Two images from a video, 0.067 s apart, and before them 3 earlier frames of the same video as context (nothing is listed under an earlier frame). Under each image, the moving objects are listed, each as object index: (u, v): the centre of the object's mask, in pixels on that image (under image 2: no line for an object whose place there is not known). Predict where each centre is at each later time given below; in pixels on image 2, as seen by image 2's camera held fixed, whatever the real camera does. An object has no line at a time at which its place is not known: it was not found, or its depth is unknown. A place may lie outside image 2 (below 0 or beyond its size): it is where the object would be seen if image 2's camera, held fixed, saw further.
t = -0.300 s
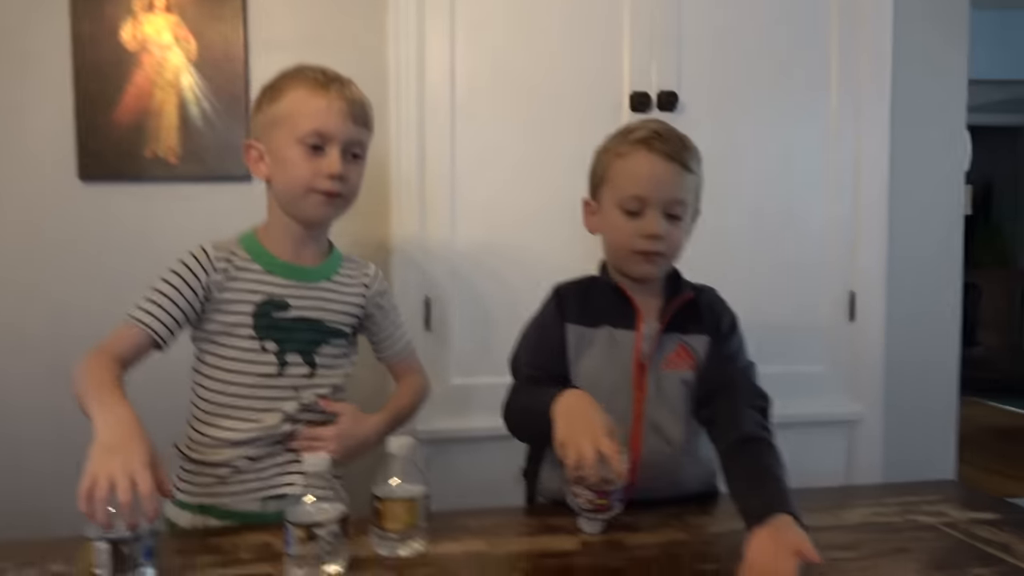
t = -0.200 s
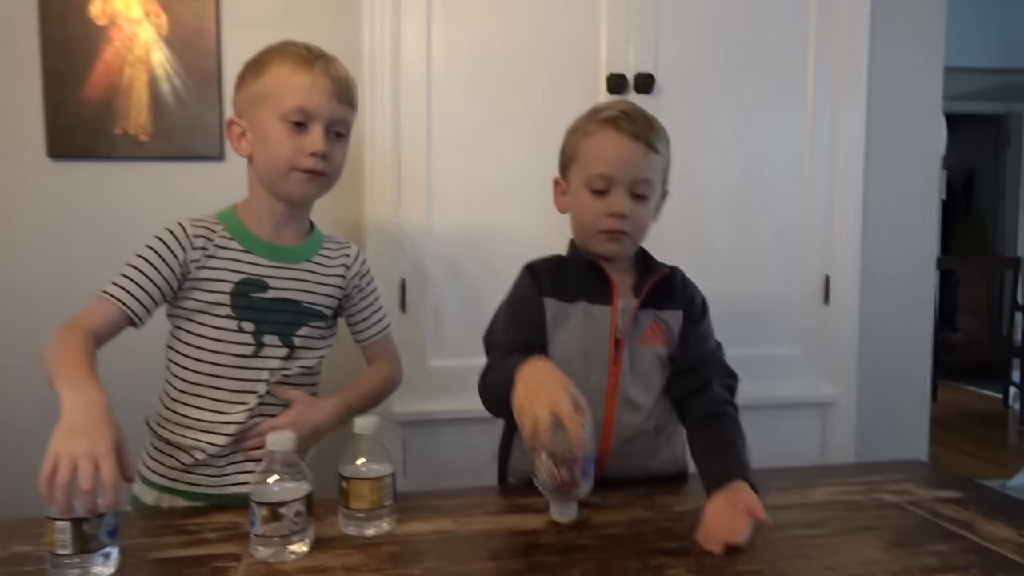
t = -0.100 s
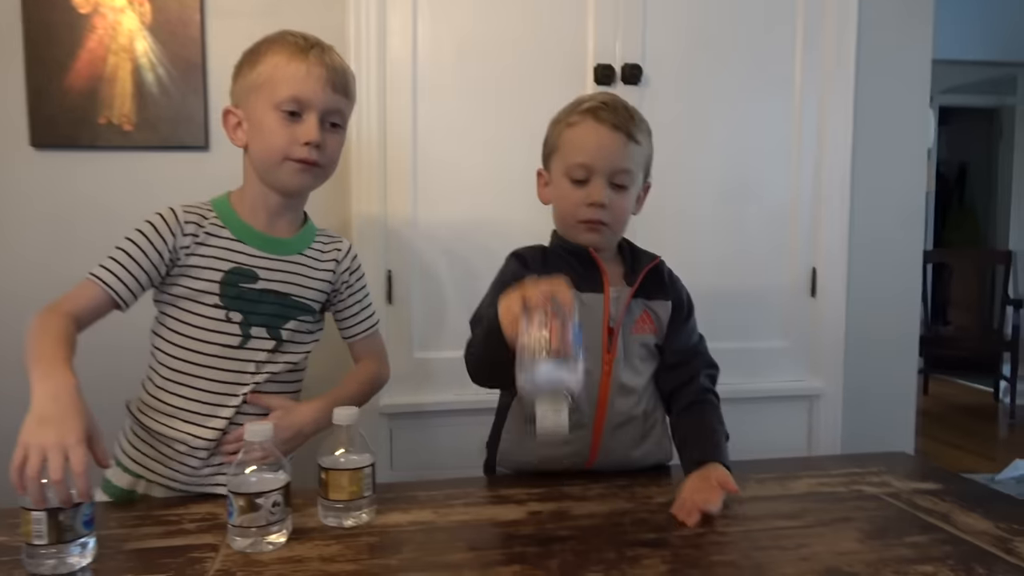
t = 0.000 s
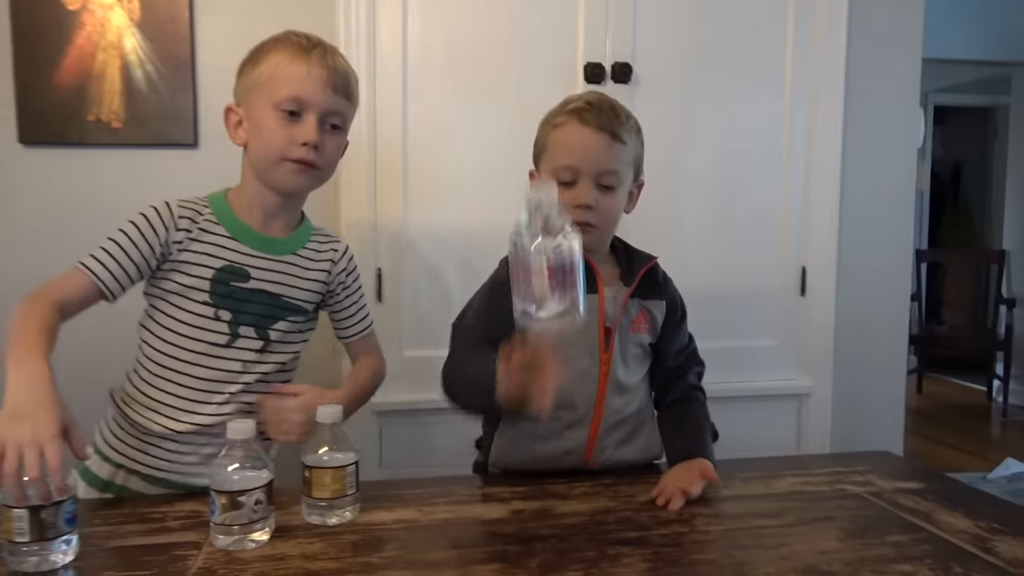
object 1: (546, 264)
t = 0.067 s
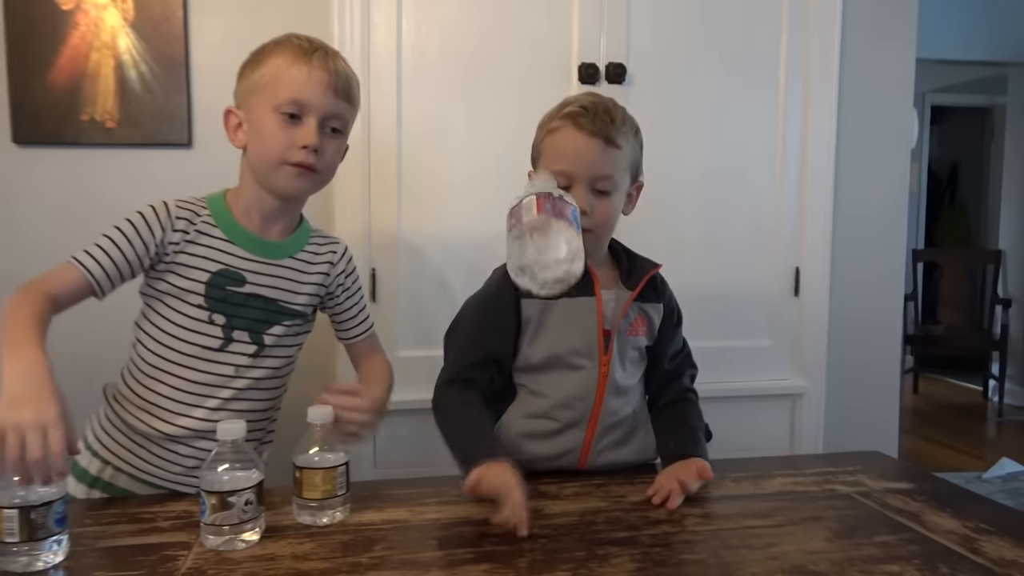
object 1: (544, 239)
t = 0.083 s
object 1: (545, 240)
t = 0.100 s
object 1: (546, 245)
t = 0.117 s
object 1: (547, 248)
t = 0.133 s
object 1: (548, 255)
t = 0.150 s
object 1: (549, 262)
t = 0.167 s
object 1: (550, 277)
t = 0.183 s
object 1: (553, 313)
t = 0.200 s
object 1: (555, 324)
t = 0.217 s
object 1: (557, 352)
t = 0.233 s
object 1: (562, 397)
